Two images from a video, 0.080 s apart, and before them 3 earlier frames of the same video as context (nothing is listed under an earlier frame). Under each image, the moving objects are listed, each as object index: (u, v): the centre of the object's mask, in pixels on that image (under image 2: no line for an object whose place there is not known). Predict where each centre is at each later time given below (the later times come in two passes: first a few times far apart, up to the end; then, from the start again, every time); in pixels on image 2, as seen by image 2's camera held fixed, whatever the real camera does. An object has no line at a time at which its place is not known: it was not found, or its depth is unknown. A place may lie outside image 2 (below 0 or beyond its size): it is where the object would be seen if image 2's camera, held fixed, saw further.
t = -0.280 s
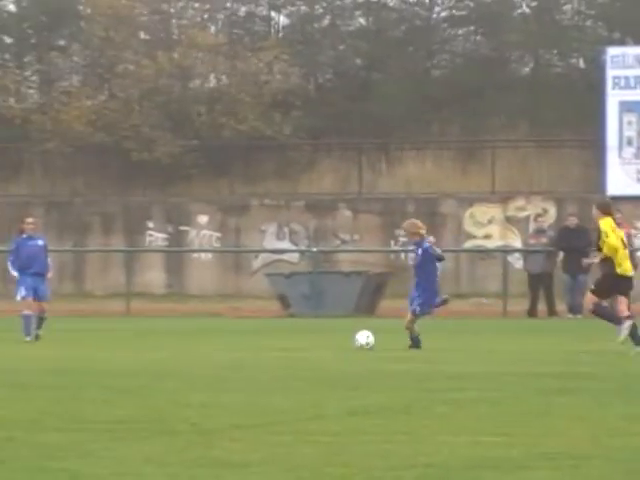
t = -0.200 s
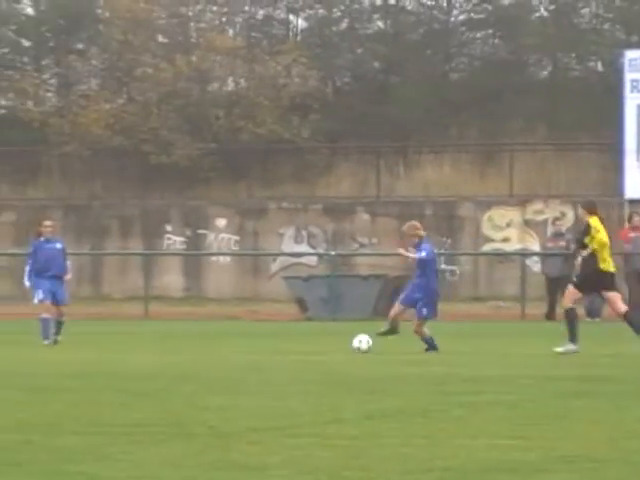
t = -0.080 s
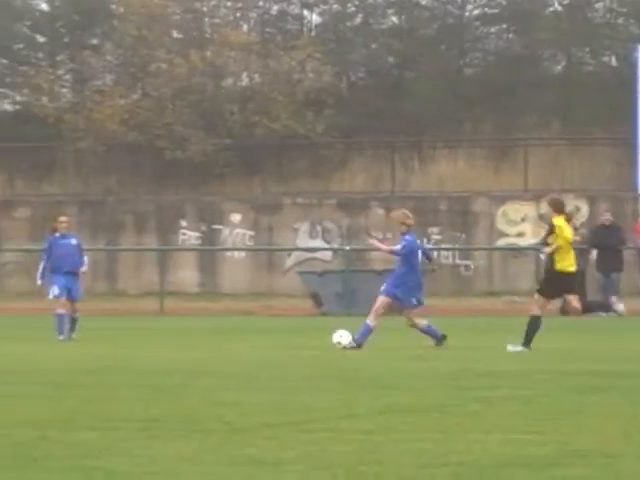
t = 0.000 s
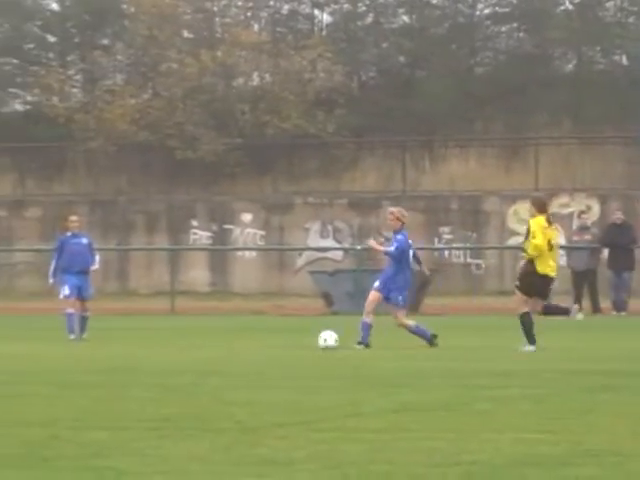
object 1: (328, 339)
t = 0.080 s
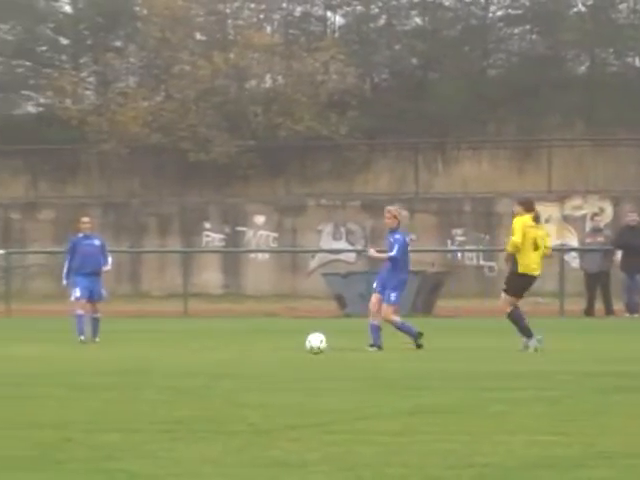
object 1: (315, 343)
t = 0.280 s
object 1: (258, 347)
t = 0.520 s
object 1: (194, 350)
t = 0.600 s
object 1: (174, 351)
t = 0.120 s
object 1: (304, 345)
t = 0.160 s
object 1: (292, 345)
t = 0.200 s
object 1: (281, 346)
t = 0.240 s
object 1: (269, 346)
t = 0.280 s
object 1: (258, 347)
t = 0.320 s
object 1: (247, 348)
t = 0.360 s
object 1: (236, 349)
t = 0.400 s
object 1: (225, 349)
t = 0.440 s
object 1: (215, 349)
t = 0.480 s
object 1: (204, 349)
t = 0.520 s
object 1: (194, 350)
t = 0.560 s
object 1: (183, 352)
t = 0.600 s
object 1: (174, 351)
